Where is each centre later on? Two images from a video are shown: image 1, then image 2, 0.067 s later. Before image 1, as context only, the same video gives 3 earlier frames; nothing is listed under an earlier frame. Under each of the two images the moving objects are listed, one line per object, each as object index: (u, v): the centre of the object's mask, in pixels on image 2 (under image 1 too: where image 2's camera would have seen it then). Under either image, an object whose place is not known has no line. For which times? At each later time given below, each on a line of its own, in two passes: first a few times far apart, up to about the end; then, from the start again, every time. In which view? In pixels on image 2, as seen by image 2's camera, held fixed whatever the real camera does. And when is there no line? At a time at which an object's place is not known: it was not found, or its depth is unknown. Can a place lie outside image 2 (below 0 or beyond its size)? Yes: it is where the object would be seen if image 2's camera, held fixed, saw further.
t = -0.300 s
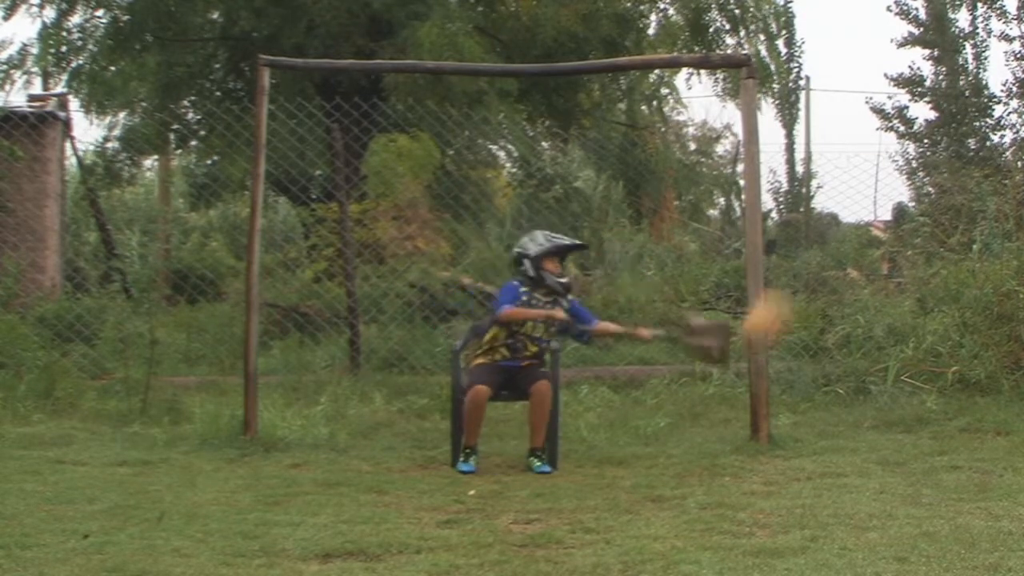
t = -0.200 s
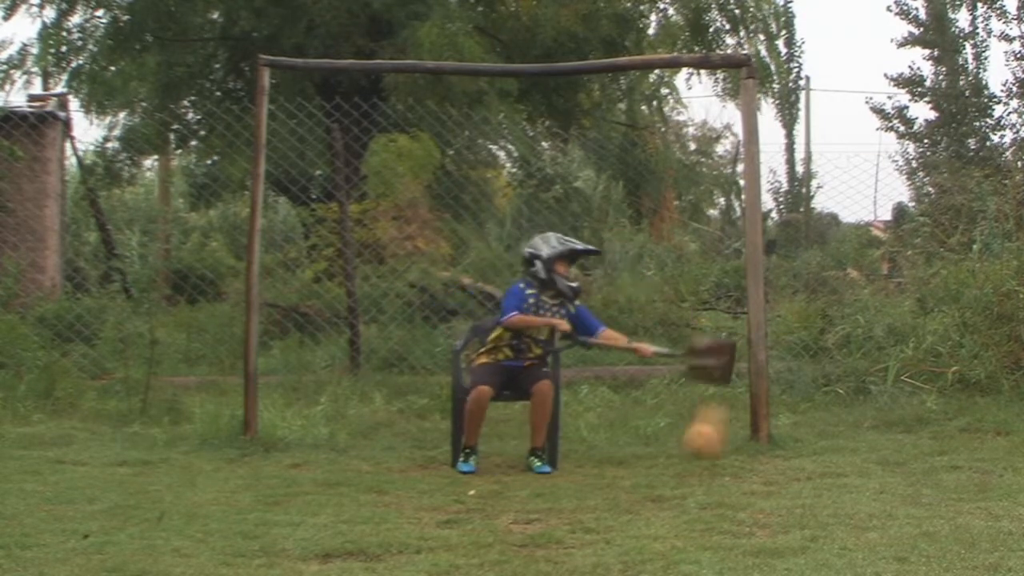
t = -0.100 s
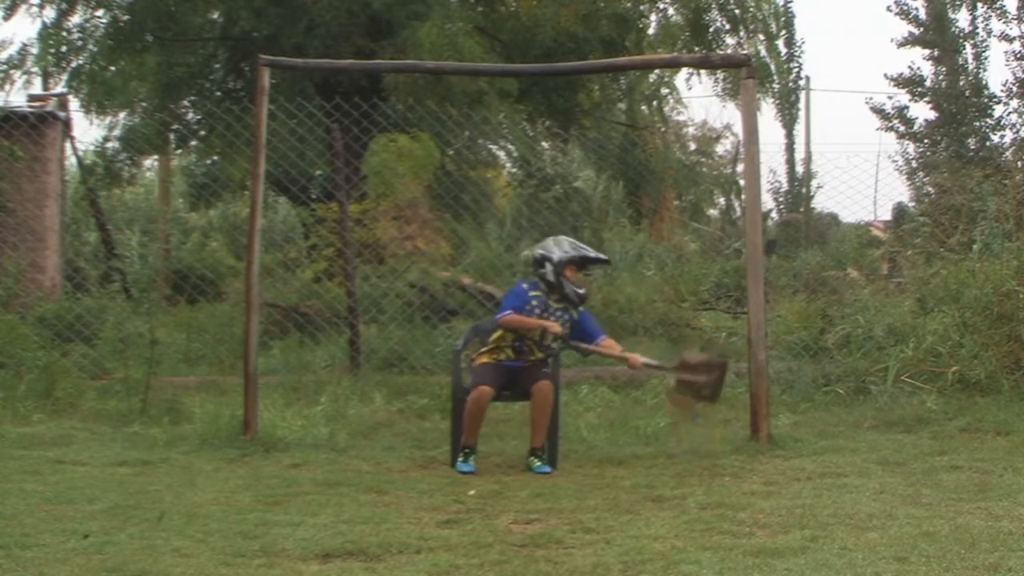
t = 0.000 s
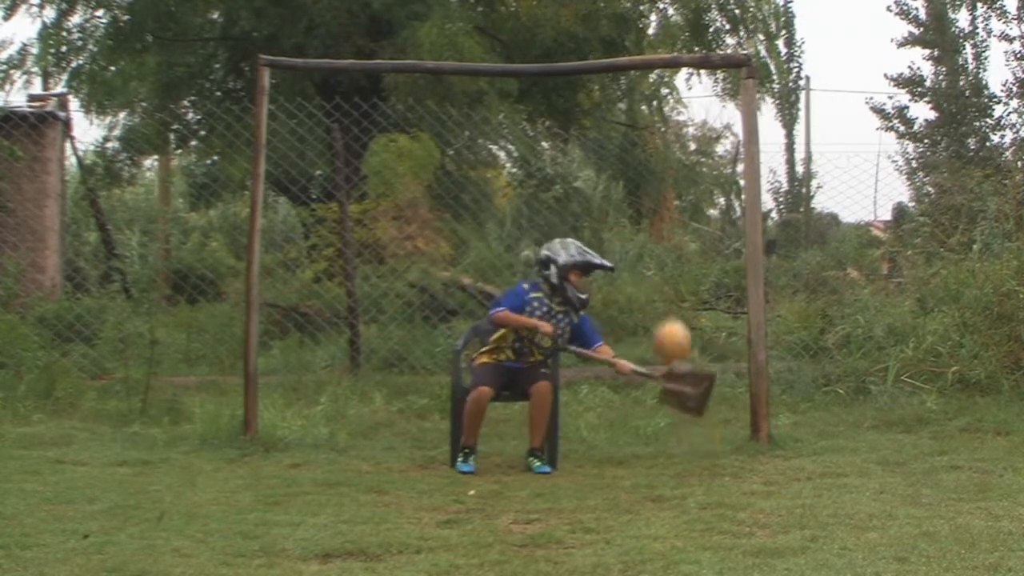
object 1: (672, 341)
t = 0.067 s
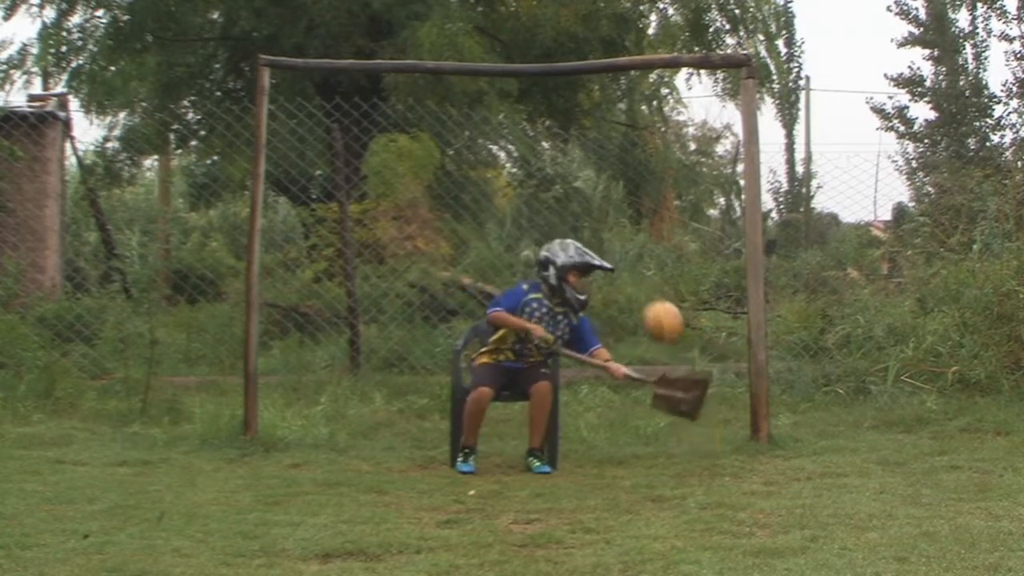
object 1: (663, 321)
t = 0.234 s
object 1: (641, 308)
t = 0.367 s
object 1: (622, 335)
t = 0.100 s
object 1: (658, 313)
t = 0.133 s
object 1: (654, 310)
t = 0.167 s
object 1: (649, 308)
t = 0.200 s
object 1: (644, 306)
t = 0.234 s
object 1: (641, 308)
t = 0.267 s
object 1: (635, 311)
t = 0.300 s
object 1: (632, 316)
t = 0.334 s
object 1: (627, 325)
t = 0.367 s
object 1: (622, 335)
